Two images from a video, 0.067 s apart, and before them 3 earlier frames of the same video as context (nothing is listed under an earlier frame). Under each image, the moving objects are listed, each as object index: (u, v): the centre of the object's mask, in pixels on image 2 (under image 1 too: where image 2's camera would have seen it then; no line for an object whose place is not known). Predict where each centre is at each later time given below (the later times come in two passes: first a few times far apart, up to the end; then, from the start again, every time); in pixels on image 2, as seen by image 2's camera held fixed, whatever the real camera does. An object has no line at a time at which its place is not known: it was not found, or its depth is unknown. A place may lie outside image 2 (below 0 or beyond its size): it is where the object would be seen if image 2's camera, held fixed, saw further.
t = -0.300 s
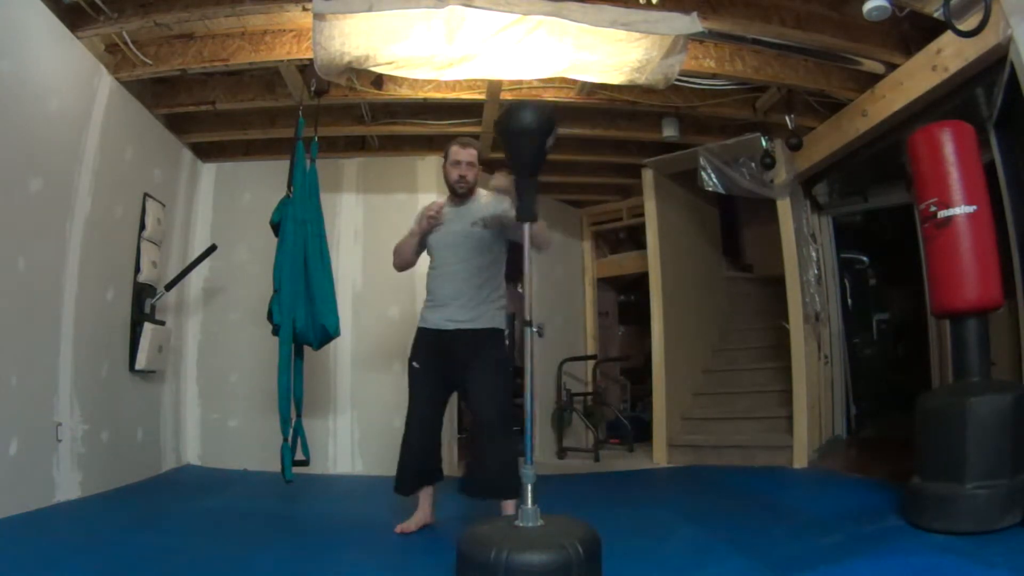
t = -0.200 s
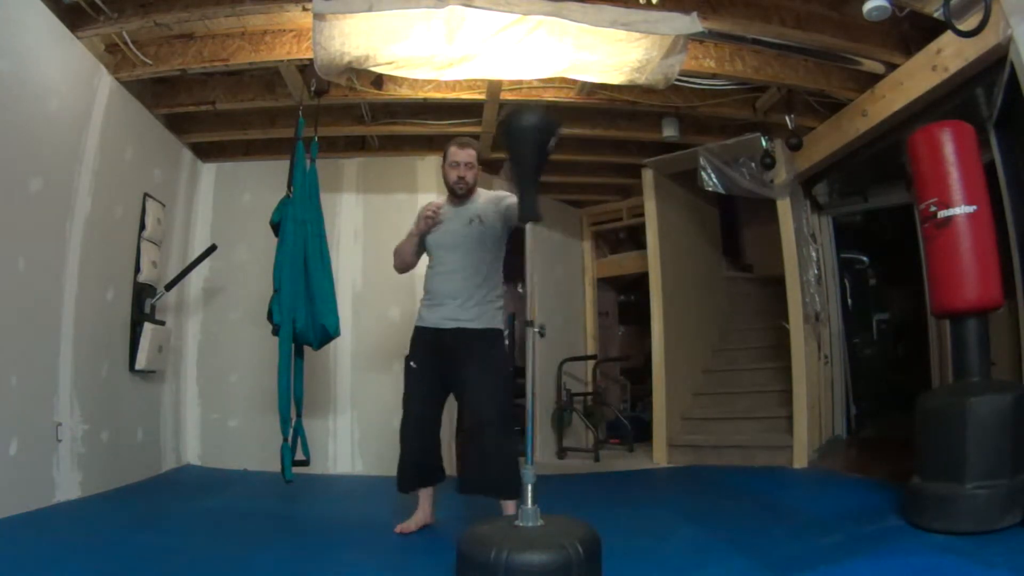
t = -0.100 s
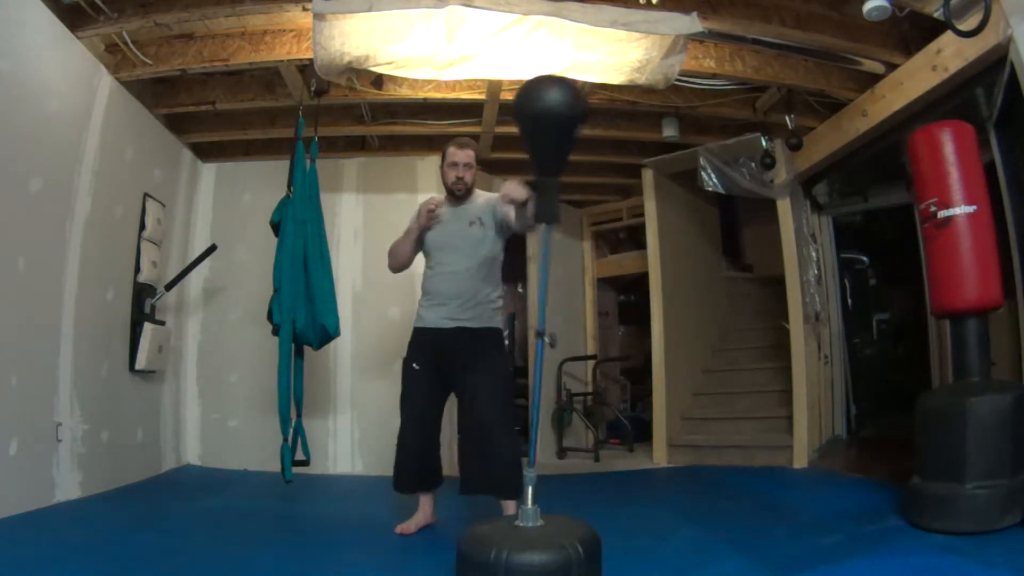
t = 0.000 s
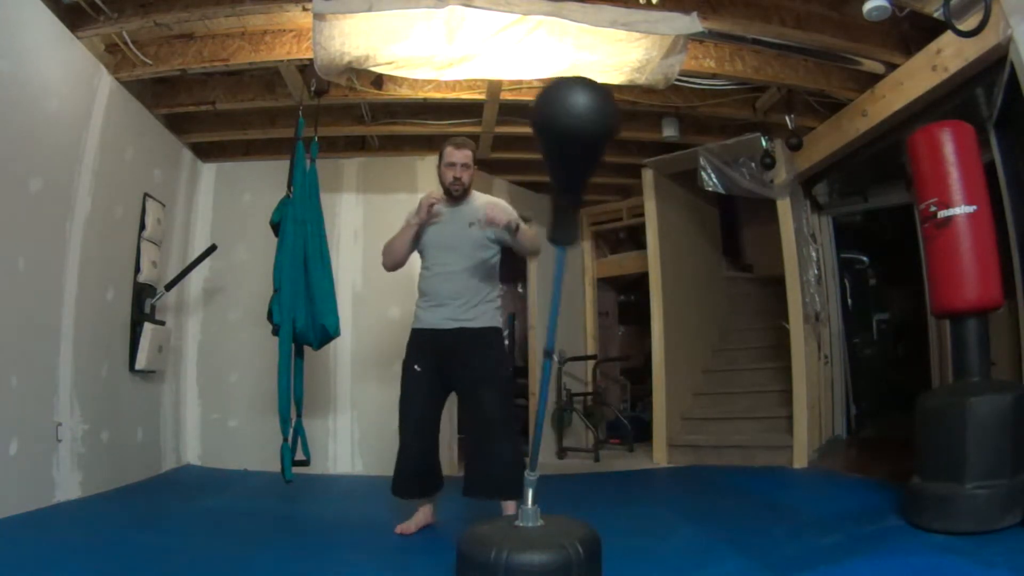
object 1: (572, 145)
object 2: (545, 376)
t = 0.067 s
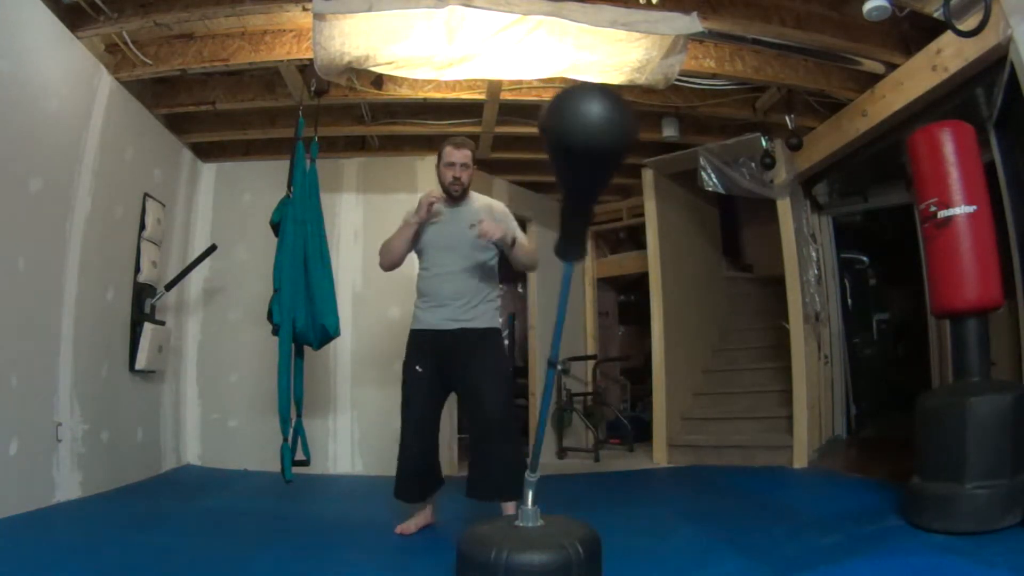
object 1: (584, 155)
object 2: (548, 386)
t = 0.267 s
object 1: (580, 143)
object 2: (547, 380)
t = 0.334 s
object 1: (567, 136)
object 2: (543, 378)
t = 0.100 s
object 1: (588, 158)
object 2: (549, 389)
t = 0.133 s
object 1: (590, 159)
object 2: (549, 390)
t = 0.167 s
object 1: (590, 158)
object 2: (549, 390)
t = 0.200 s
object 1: (588, 154)
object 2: (549, 388)
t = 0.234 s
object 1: (586, 149)
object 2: (548, 384)
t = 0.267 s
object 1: (580, 143)
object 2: (547, 380)
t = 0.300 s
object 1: (574, 138)
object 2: (545, 381)
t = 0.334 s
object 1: (567, 136)
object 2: (543, 378)
